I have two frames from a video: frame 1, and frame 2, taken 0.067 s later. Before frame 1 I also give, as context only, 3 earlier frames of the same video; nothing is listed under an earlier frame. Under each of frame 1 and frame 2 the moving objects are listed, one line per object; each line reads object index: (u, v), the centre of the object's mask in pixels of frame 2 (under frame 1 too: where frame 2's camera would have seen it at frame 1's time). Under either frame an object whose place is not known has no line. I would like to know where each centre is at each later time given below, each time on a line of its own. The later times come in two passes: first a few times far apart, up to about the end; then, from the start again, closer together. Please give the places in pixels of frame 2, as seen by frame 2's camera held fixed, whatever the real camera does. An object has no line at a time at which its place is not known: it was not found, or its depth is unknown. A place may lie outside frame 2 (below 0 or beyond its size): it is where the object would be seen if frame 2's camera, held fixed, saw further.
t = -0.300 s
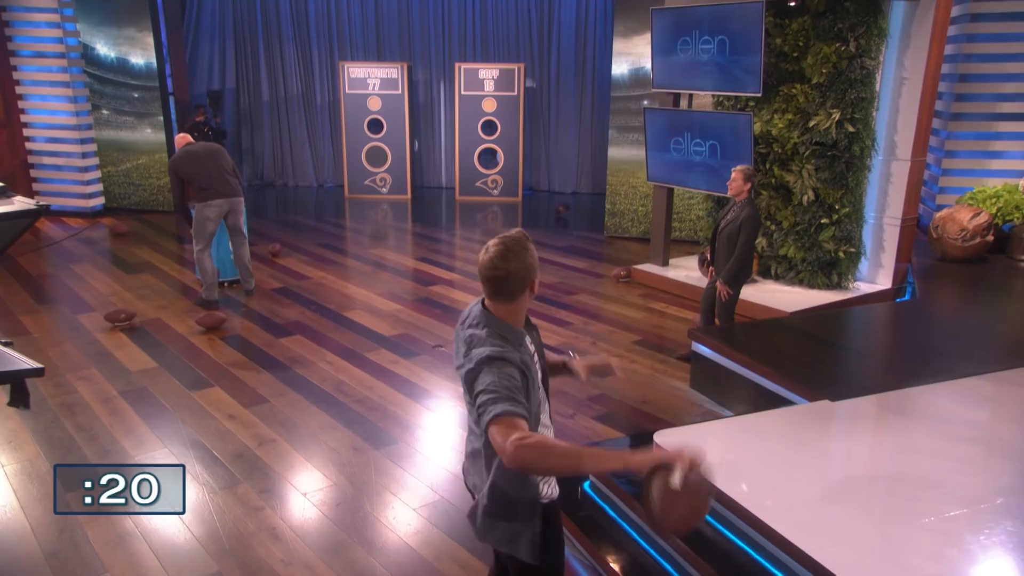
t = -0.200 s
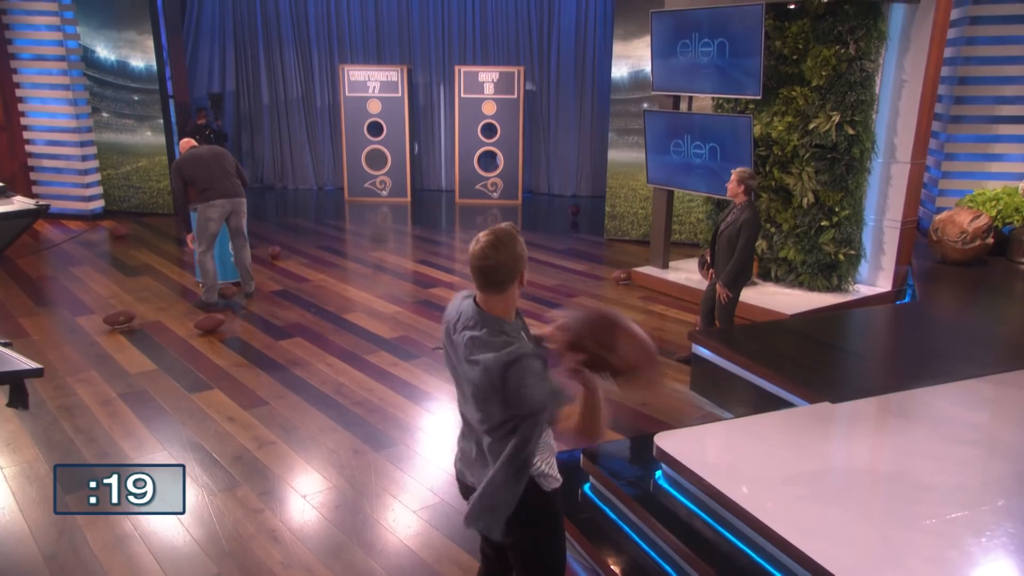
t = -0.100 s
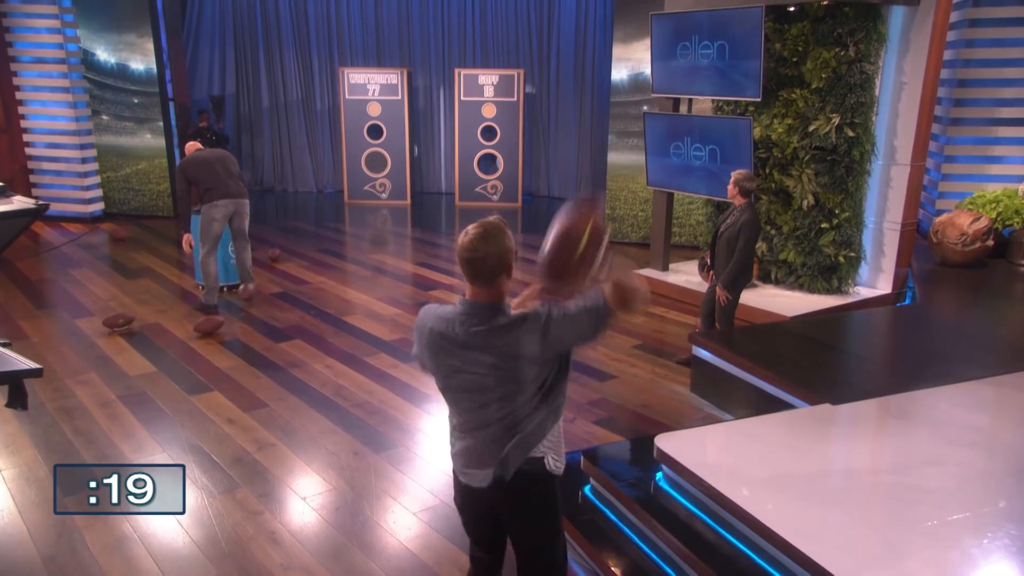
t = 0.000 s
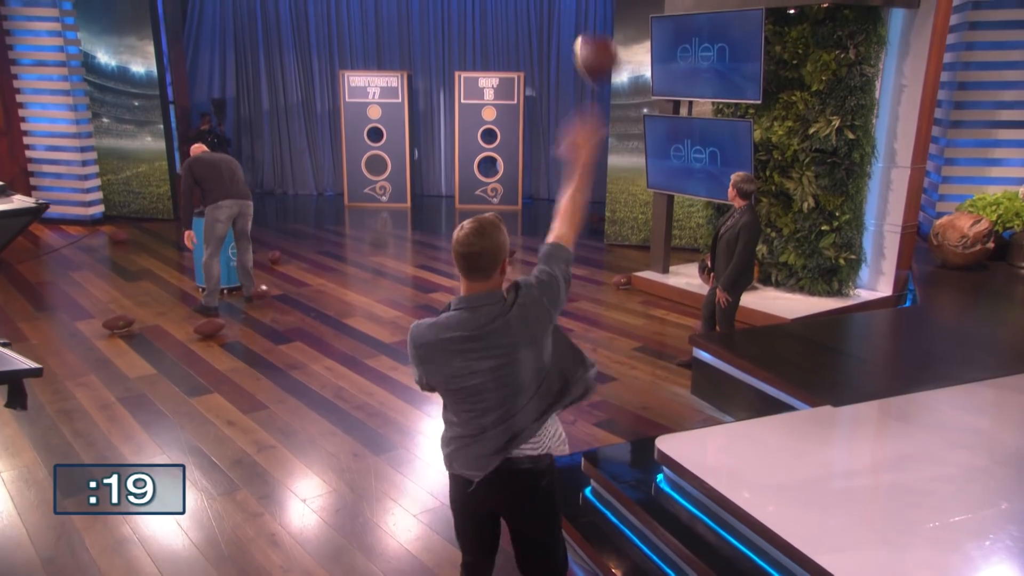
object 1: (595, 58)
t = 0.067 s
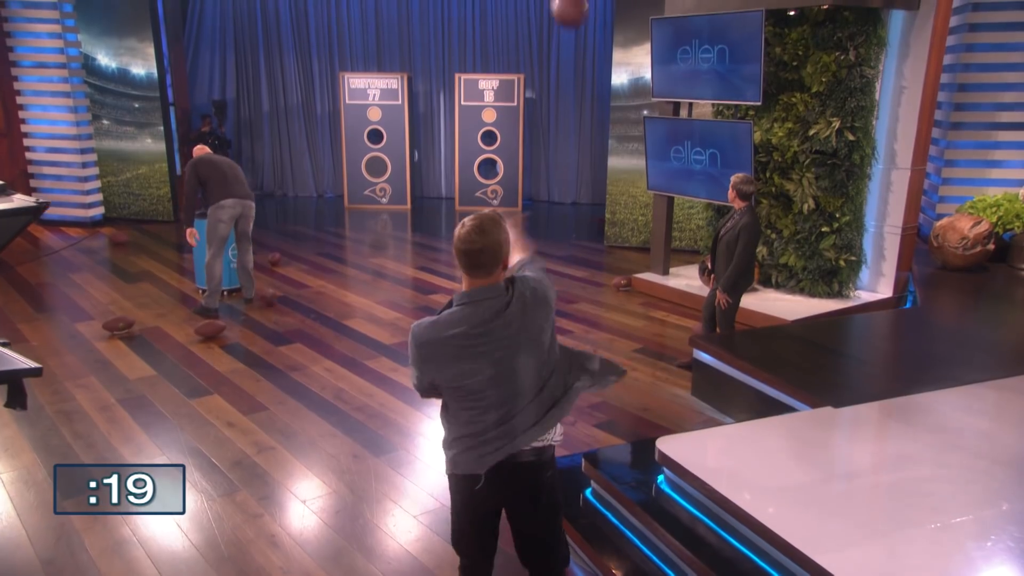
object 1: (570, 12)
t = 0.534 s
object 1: (503, 6)
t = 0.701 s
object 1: (495, 41)
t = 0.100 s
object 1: (559, 4)
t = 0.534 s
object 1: (503, 6)
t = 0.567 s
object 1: (502, 13)
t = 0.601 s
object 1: (500, 19)
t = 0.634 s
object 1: (498, 26)
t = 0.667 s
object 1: (497, 33)
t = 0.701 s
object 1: (495, 41)
